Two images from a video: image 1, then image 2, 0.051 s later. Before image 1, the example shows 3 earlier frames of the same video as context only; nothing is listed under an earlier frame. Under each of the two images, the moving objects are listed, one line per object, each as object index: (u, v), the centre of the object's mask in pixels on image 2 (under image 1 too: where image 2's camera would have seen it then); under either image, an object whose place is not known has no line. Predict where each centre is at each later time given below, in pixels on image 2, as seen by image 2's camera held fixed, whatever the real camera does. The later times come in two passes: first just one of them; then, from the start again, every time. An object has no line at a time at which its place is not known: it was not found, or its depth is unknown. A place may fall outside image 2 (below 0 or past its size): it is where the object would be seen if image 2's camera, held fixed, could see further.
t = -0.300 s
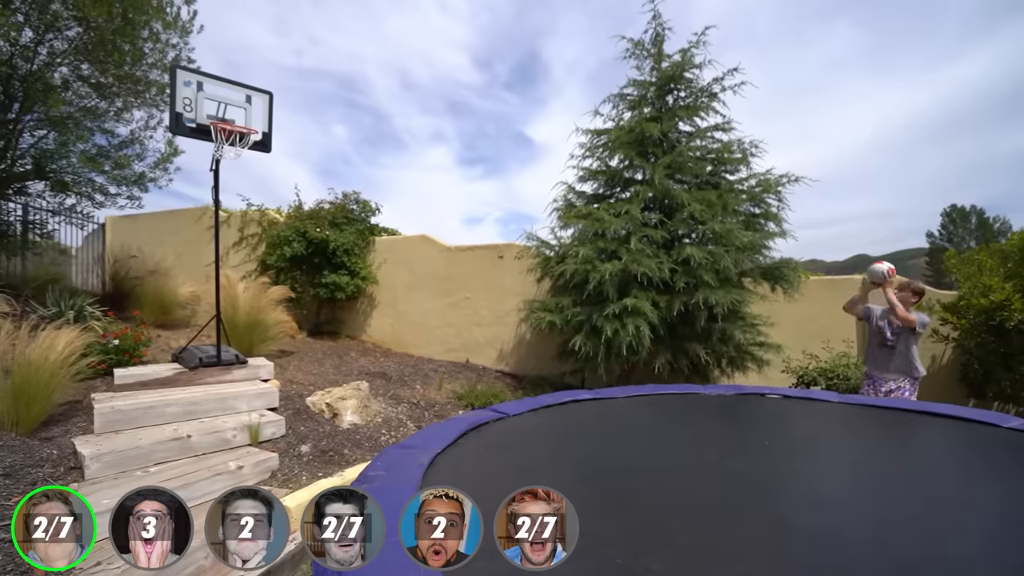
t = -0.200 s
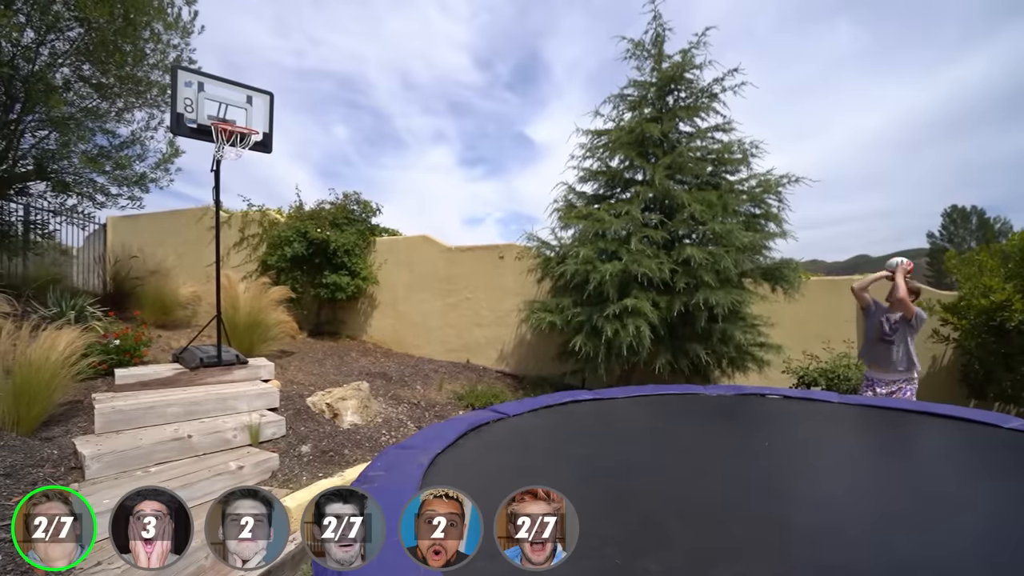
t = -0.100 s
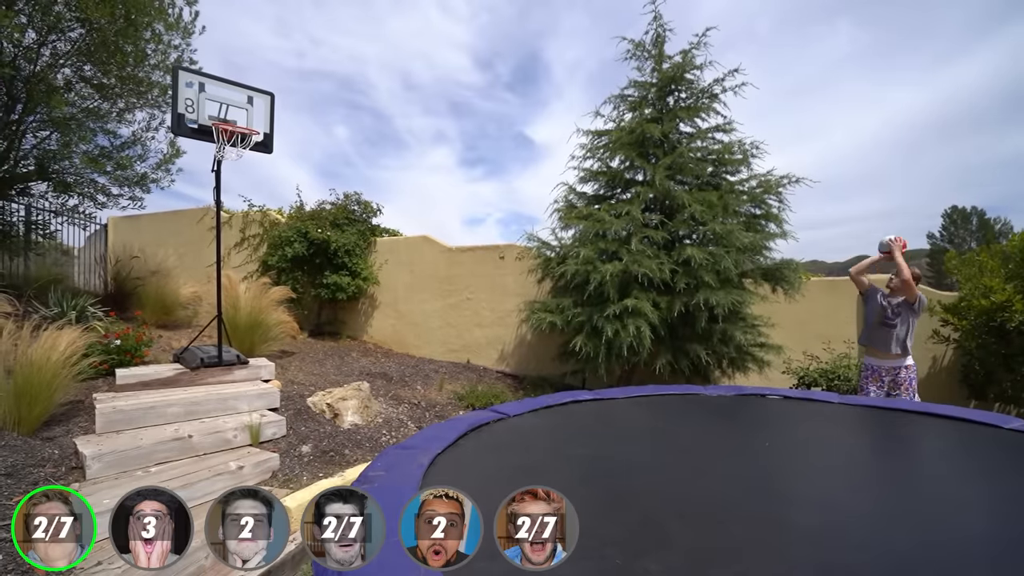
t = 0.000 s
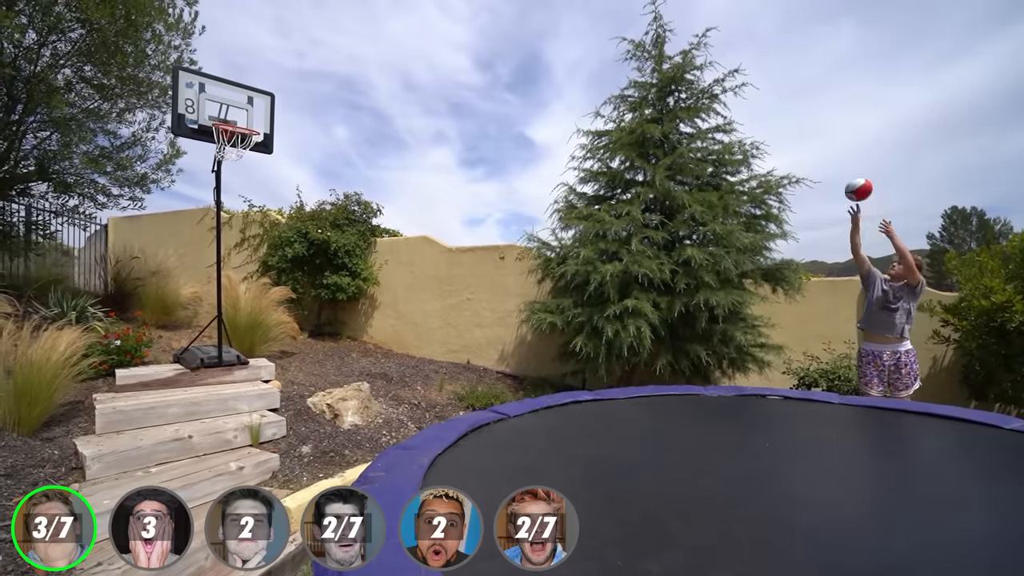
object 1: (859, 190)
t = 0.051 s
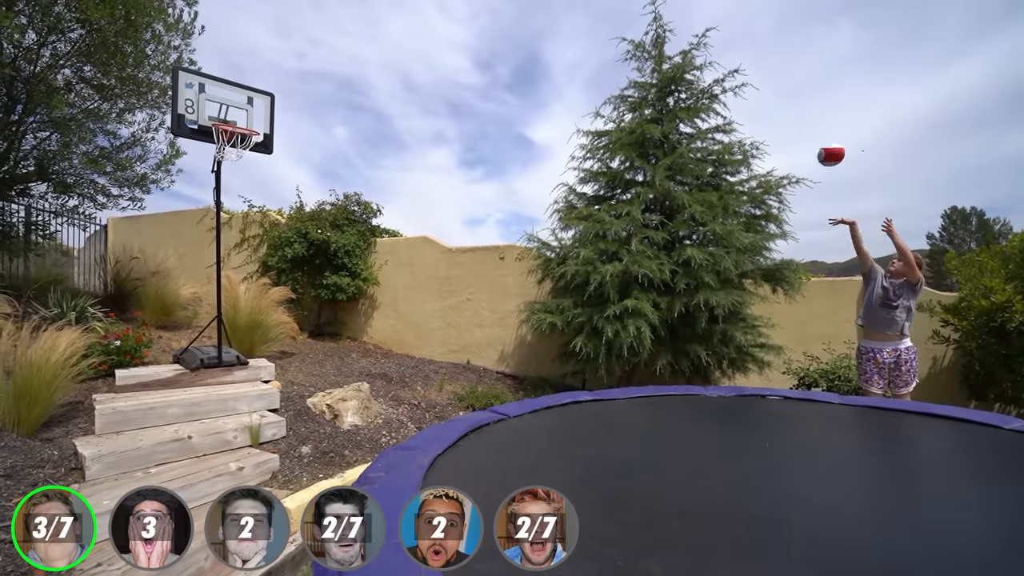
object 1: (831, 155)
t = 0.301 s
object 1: (691, 18)
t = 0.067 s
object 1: (822, 144)
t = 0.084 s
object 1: (812, 133)
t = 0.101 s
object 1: (804, 122)
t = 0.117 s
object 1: (794, 112)
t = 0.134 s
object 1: (784, 102)
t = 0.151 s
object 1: (775, 92)
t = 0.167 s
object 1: (766, 82)
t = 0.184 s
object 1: (756, 73)
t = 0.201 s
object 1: (747, 64)
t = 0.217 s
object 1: (738, 56)
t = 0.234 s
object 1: (729, 48)
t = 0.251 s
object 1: (719, 39)
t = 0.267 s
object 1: (710, 32)
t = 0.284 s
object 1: (701, 25)
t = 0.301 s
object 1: (691, 18)
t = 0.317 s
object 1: (682, 11)
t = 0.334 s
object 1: (672, 6)
